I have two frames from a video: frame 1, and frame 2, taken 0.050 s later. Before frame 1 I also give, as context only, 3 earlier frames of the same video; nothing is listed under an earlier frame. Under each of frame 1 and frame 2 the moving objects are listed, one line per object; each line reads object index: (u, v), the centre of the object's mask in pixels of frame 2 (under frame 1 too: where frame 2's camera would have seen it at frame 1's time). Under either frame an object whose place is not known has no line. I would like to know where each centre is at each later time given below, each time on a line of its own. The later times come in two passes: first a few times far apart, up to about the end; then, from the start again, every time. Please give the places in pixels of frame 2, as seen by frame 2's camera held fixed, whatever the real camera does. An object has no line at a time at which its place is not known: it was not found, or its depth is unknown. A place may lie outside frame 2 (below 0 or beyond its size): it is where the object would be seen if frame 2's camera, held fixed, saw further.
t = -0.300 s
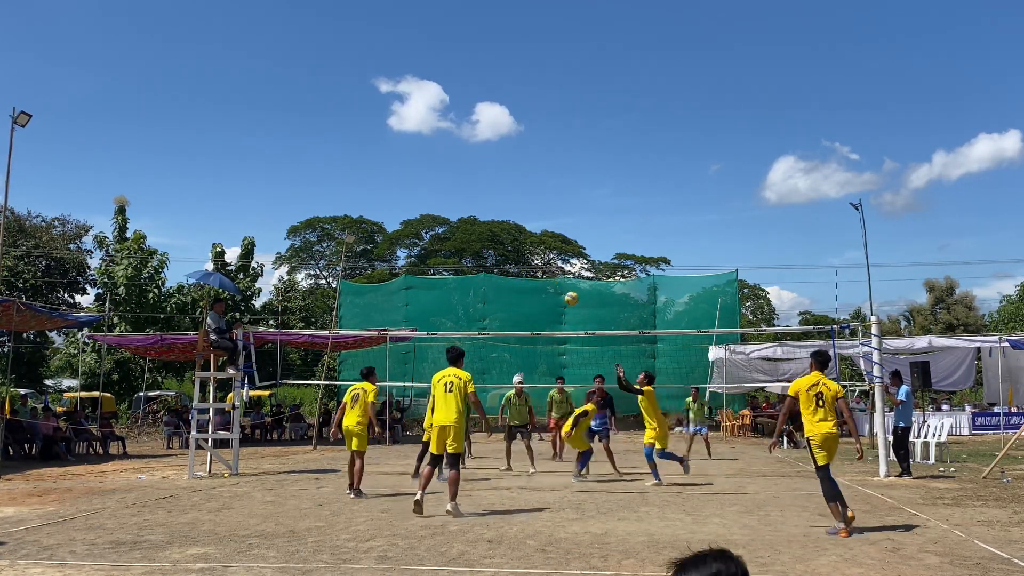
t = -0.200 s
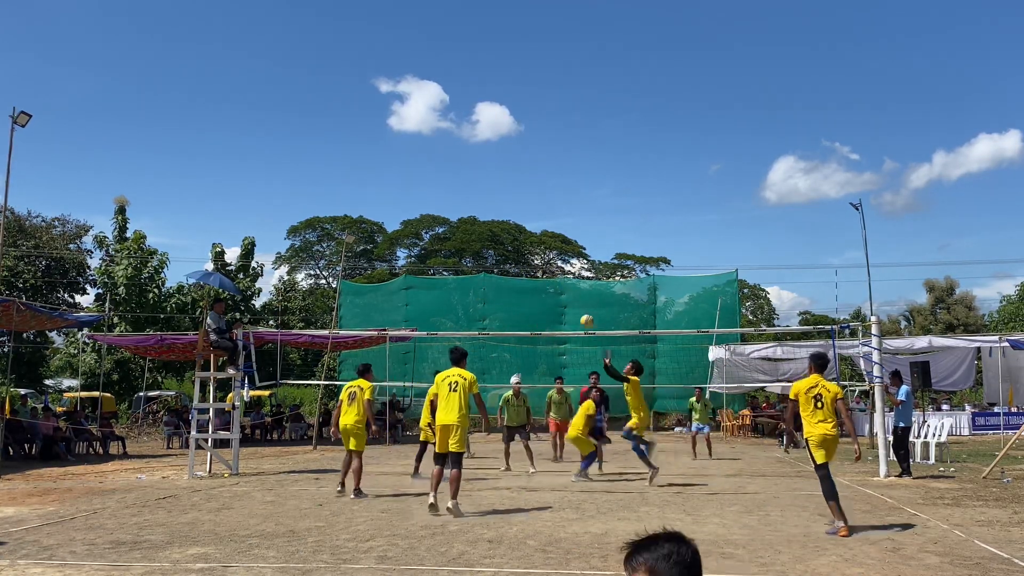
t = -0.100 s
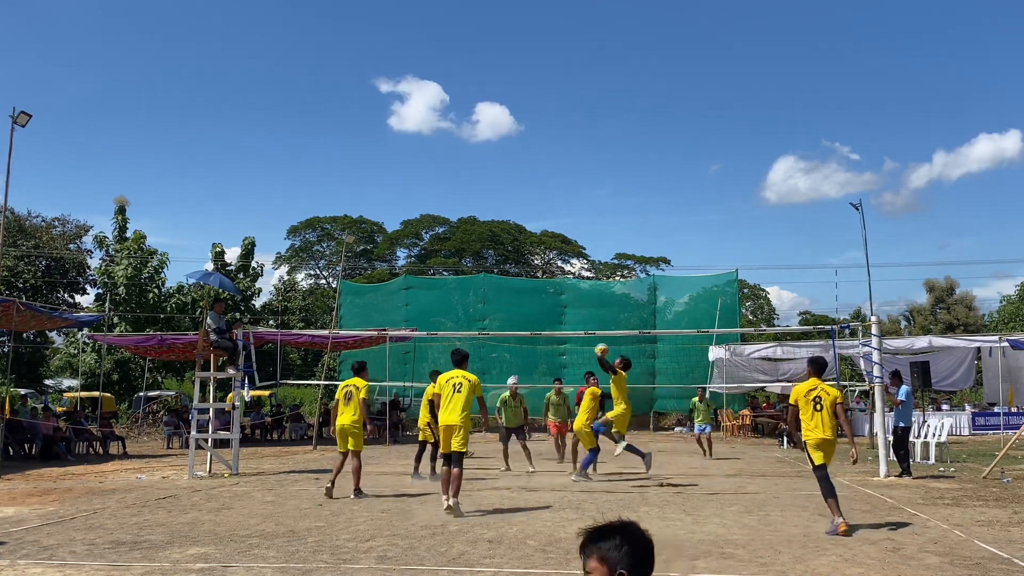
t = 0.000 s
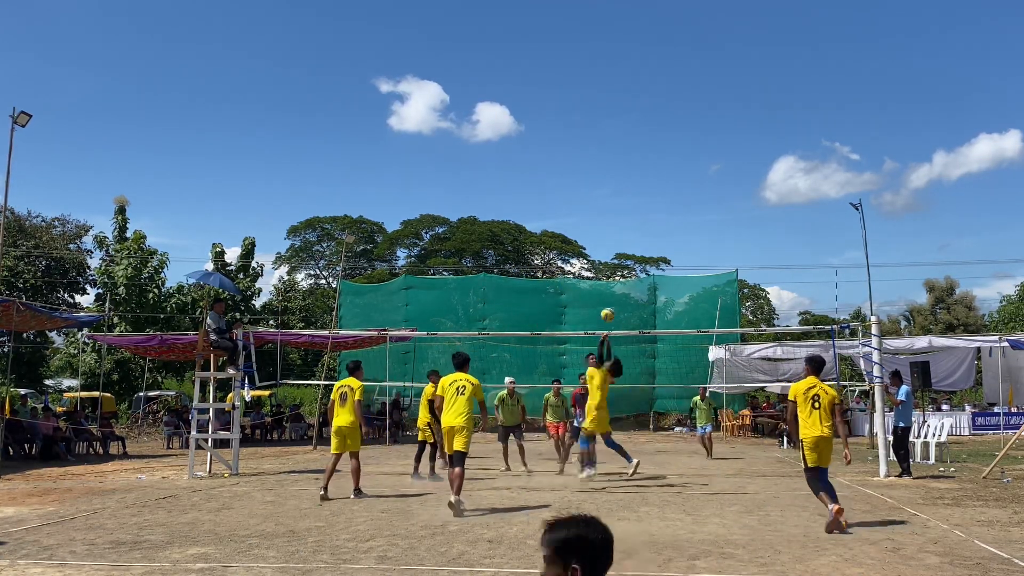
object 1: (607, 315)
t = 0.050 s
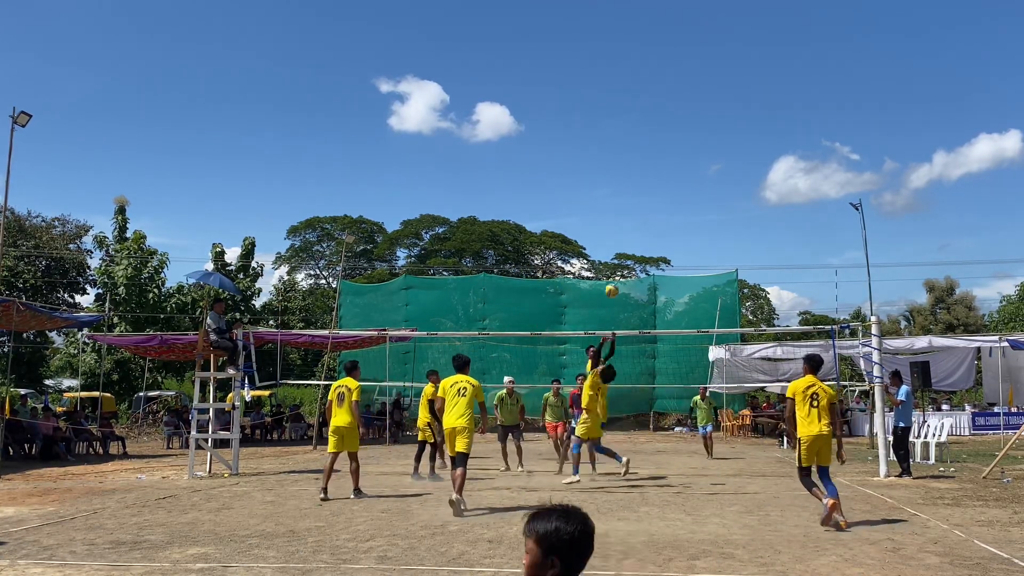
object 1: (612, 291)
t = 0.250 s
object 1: (628, 211)
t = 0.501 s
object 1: (648, 150)
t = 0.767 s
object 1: (670, 131)
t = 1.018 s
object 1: (691, 154)
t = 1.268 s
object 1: (712, 218)
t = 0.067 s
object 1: (613, 283)
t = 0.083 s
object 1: (614, 275)
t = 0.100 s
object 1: (615, 269)
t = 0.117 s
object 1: (617, 260)
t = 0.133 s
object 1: (617, 254)
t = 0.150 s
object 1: (620, 247)
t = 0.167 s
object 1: (621, 240)
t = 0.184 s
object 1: (622, 234)
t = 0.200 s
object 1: (624, 228)
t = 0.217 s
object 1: (625, 222)
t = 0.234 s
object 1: (626, 216)
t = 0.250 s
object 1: (628, 211)
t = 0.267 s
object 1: (629, 205)
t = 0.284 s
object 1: (630, 200)
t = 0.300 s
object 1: (632, 195)
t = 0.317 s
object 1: (633, 190)
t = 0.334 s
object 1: (634, 186)
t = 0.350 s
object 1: (636, 181)
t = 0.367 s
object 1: (637, 177)
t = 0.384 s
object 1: (639, 173)
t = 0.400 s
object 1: (640, 169)
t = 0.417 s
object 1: (641, 165)
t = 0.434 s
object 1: (643, 162)
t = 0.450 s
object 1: (644, 159)
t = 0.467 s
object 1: (646, 156)
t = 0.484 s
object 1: (647, 153)
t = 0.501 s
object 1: (648, 150)
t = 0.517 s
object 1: (649, 148)
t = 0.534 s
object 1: (651, 145)
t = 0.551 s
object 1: (652, 143)
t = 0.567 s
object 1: (654, 141)
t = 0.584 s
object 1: (655, 139)
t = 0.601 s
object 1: (656, 138)
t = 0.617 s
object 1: (658, 136)
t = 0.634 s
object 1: (659, 135)
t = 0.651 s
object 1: (660, 134)
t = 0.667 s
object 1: (662, 133)
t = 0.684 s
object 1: (663, 132)
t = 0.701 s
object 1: (664, 131)
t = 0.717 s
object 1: (666, 131)
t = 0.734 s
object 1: (667, 131)
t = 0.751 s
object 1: (668, 131)
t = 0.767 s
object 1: (670, 131)
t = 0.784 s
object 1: (671, 131)
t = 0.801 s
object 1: (673, 132)
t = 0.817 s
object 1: (674, 132)
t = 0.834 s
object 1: (675, 133)
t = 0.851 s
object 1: (677, 134)
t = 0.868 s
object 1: (678, 135)
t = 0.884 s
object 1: (680, 137)
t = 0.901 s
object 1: (681, 138)
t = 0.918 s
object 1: (682, 140)
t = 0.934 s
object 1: (684, 142)
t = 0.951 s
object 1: (685, 144)
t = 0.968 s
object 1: (687, 146)
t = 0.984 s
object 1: (688, 149)
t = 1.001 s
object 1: (689, 152)
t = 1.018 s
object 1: (691, 154)
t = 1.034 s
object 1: (692, 157)
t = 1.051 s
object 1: (693, 160)
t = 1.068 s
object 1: (695, 164)
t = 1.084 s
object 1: (696, 167)
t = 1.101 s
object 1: (698, 171)
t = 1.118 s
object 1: (699, 175)
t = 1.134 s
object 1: (701, 179)
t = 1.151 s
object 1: (702, 183)
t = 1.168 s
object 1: (704, 187)
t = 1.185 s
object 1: (705, 192)
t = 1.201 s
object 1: (706, 197)
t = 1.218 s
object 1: (708, 202)
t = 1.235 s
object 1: (709, 207)
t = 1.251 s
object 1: (711, 212)
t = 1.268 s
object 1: (712, 218)
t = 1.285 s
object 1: (713, 223)
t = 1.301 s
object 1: (715, 229)
